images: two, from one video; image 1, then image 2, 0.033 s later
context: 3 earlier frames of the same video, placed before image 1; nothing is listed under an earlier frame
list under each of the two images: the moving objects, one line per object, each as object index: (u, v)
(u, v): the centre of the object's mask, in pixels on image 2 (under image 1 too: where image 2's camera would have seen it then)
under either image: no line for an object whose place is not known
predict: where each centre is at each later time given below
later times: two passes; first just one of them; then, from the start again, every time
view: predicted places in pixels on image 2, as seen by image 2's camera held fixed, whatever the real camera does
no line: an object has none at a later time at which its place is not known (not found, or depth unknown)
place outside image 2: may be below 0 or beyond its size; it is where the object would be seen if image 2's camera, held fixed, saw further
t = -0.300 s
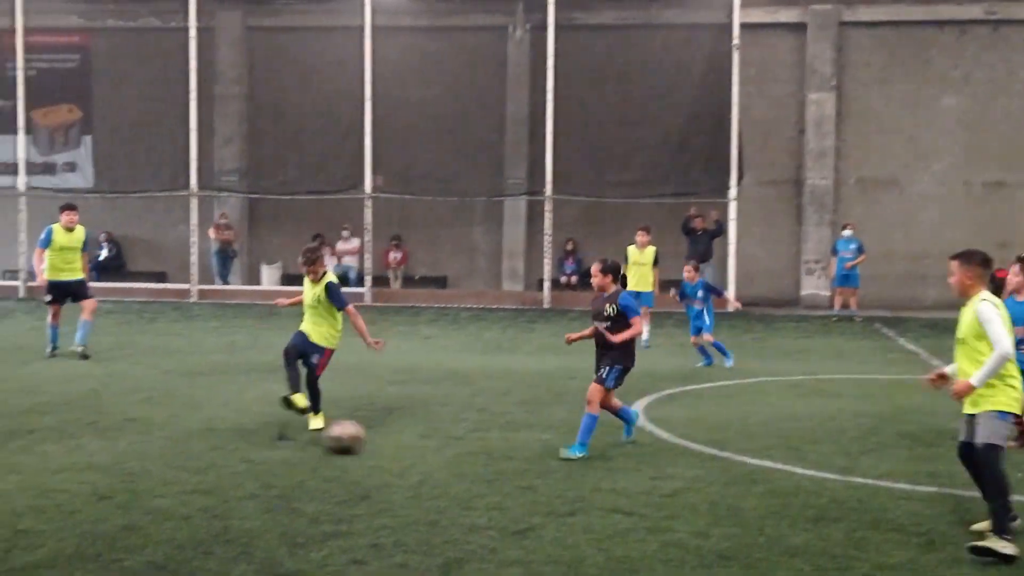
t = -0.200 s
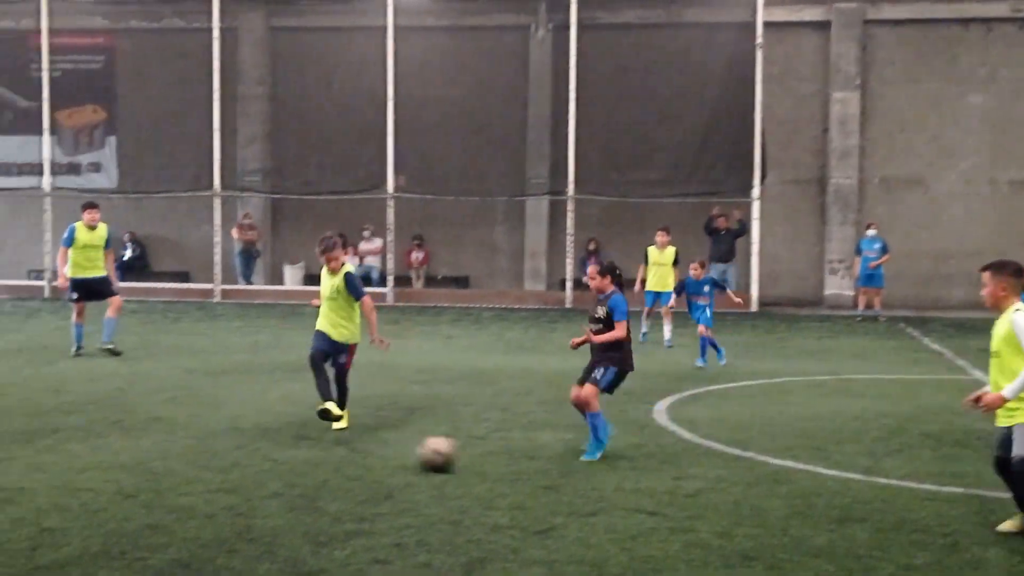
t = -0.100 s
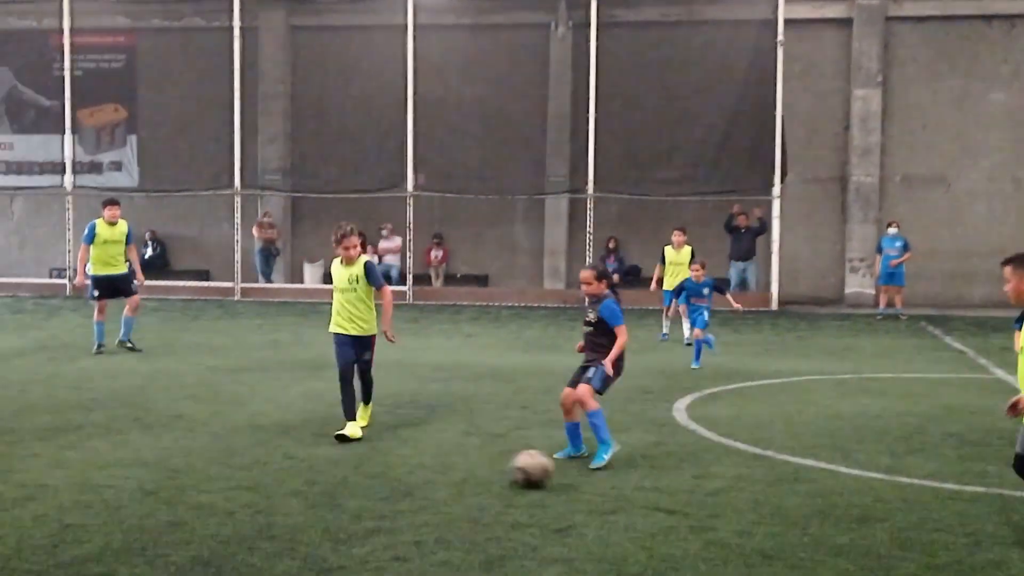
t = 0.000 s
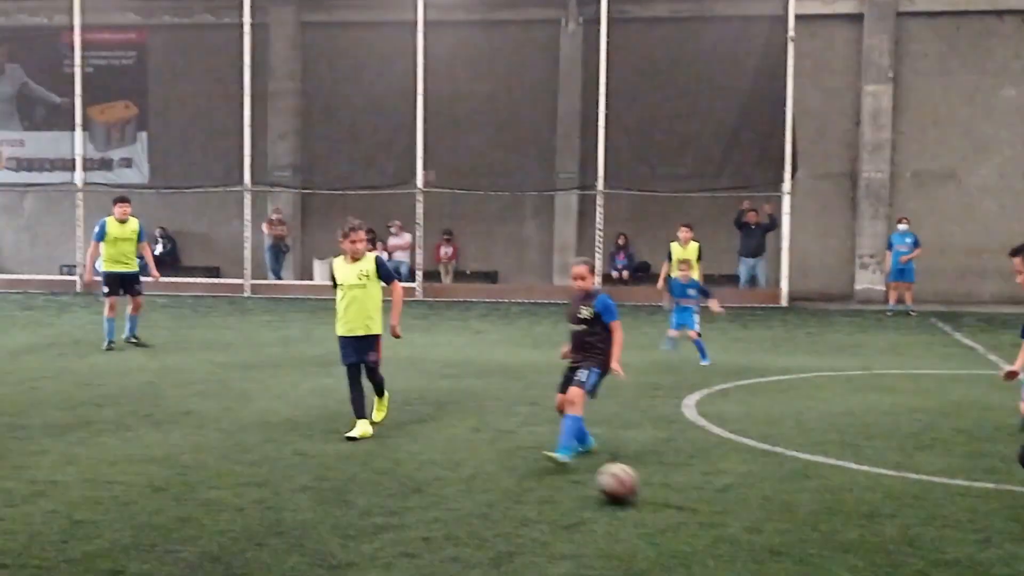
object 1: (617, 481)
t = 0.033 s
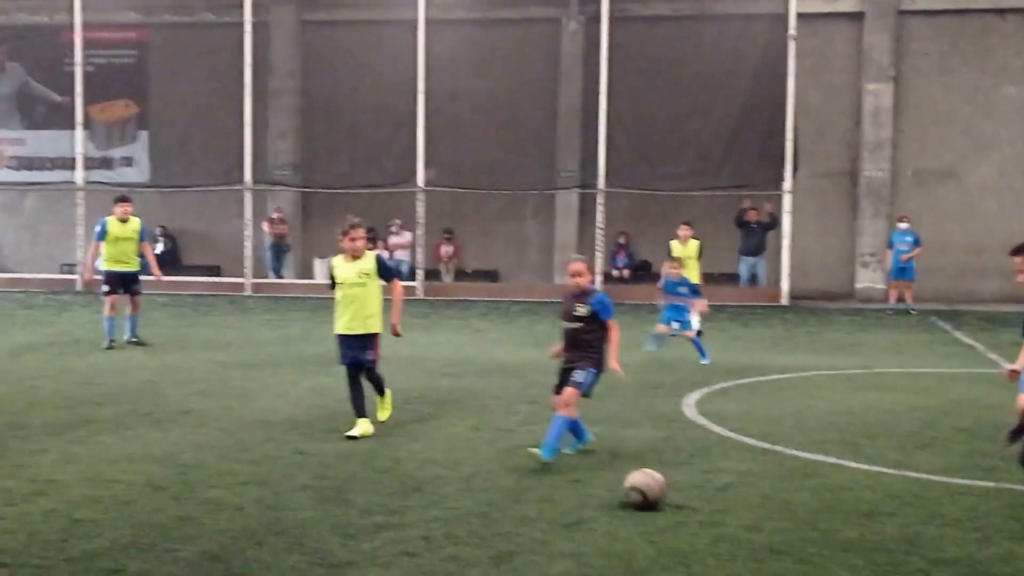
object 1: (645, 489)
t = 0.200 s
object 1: (786, 523)
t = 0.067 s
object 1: (670, 495)
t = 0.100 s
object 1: (697, 502)
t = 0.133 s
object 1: (726, 510)
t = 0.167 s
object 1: (756, 517)
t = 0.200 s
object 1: (786, 523)
